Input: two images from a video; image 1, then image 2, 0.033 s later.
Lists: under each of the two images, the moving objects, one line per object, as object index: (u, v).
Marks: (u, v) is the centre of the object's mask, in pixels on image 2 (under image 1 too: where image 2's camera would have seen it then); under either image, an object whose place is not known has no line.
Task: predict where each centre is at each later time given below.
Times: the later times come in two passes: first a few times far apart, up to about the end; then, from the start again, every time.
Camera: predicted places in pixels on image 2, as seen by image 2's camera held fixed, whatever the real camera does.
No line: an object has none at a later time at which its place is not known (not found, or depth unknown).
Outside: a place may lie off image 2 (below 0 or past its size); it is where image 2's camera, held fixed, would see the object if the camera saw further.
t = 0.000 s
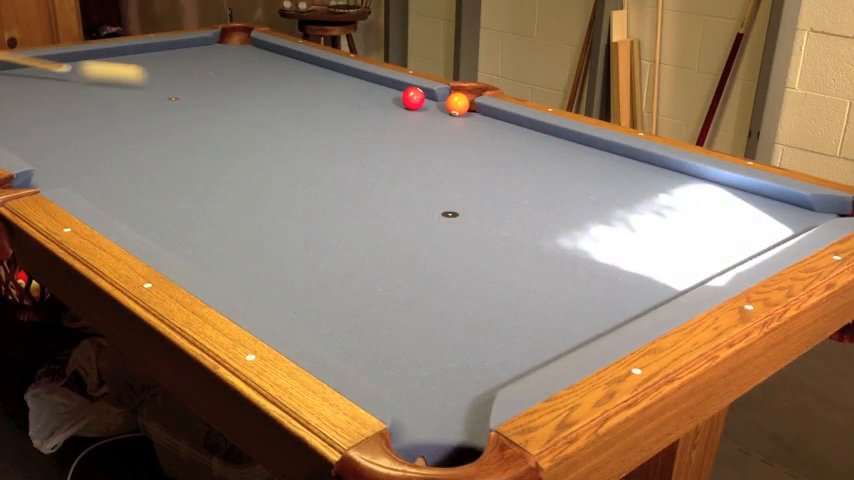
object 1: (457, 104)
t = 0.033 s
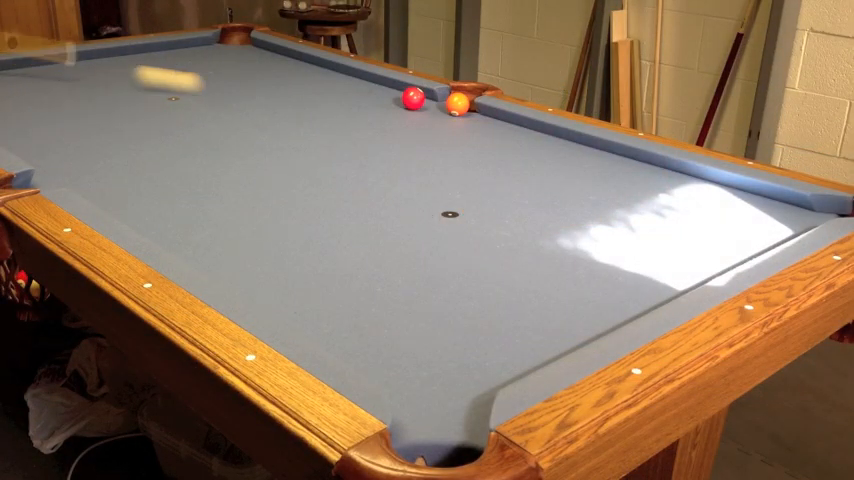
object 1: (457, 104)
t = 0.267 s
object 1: (457, 104)
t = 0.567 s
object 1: (457, 104)
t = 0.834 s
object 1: (457, 104)
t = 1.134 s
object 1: (457, 104)
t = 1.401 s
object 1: (457, 104)
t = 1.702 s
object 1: (463, 100)
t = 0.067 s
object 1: (457, 104)
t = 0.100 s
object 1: (457, 104)
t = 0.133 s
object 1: (457, 104)
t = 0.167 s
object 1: (457, 104)
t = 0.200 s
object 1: (457, 104)
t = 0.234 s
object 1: (457, 104)
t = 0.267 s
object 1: (457, 104)
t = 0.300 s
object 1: (457, 104)
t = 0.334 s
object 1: (457, 103)
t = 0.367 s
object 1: (457, 104)
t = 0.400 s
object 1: (457, 103)
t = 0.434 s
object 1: (457, 103)
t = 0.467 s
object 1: (457, 104)
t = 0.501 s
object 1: (457, 103)
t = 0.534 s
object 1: (457, 103)
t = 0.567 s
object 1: (457, 104)
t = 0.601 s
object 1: (457, 103)
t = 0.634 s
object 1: (457, 104)
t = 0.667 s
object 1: (457, 103)
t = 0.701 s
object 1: (457, 104)
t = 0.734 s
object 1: (457, 103)
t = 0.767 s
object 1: (457, 104)
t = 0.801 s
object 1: (457, 104)
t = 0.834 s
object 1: (457, 104)
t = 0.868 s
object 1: (457, 104)
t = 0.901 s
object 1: (457, 104)
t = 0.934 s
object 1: (457, 104)
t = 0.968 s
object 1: (457, 104)
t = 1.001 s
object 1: (457, 104)
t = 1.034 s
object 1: (457, 104)
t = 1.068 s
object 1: (457, 104)
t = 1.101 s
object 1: (457, 104)
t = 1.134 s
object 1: (457, 104)
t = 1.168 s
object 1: (457, 104)
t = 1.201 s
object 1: (457, 104)
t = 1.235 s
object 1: (457, 104)
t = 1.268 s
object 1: (457, 104)
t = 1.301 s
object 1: (457, 104)
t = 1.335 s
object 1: (457, 104)
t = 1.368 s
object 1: (457, 104)
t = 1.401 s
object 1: (457, 104)
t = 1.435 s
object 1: (457, 104)
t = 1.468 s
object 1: (457, 103)
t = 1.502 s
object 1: (456, 101)
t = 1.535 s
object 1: (457, 99)
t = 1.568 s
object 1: (459, 98)
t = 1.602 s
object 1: (461, 100)
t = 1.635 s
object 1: (461, 102)
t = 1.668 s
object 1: (461, 101)
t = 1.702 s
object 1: (463, 100)
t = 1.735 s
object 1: (465, 100)
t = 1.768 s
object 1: (466, 100)
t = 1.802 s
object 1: (467, 102)
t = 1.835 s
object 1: (468, 106)
